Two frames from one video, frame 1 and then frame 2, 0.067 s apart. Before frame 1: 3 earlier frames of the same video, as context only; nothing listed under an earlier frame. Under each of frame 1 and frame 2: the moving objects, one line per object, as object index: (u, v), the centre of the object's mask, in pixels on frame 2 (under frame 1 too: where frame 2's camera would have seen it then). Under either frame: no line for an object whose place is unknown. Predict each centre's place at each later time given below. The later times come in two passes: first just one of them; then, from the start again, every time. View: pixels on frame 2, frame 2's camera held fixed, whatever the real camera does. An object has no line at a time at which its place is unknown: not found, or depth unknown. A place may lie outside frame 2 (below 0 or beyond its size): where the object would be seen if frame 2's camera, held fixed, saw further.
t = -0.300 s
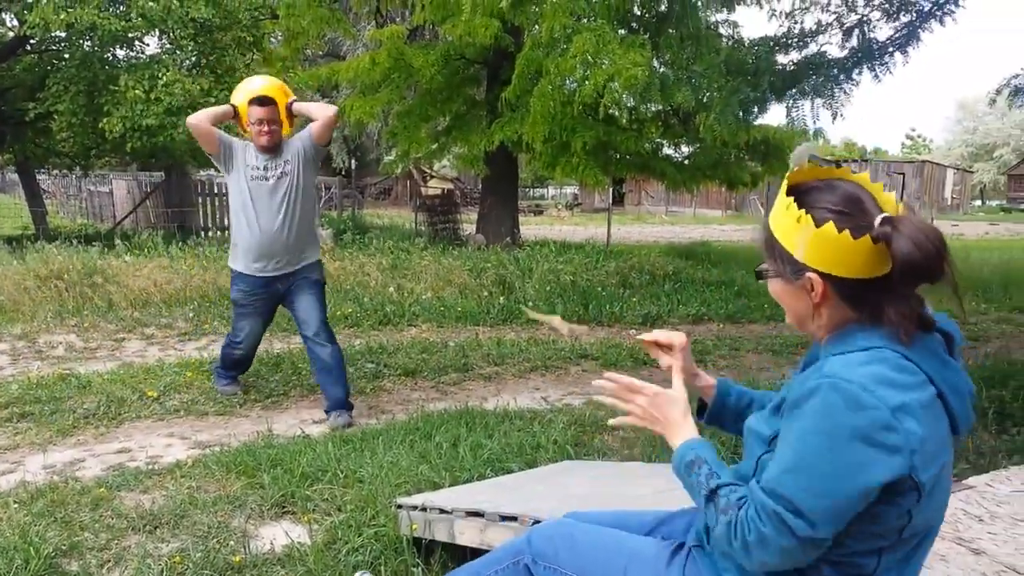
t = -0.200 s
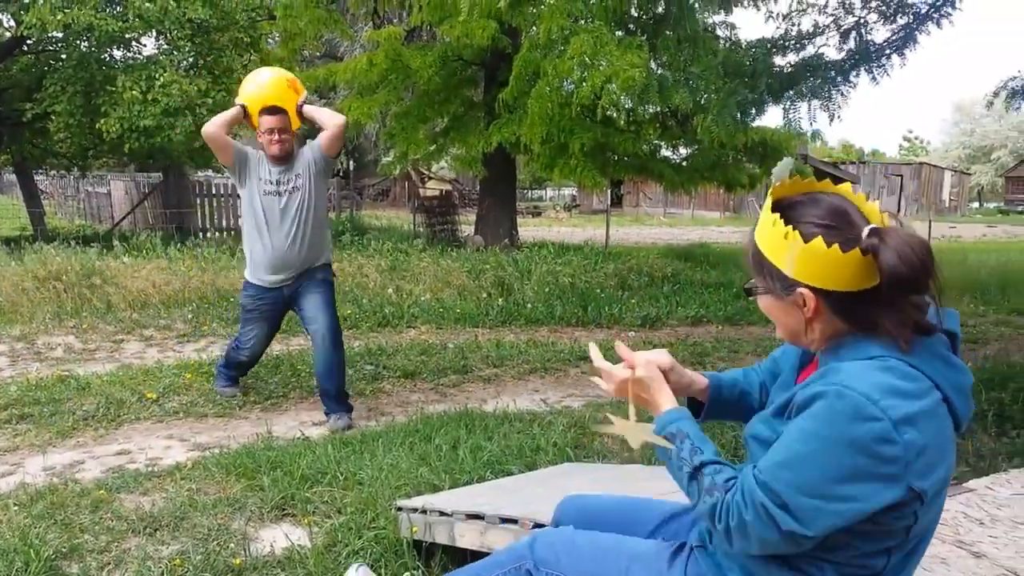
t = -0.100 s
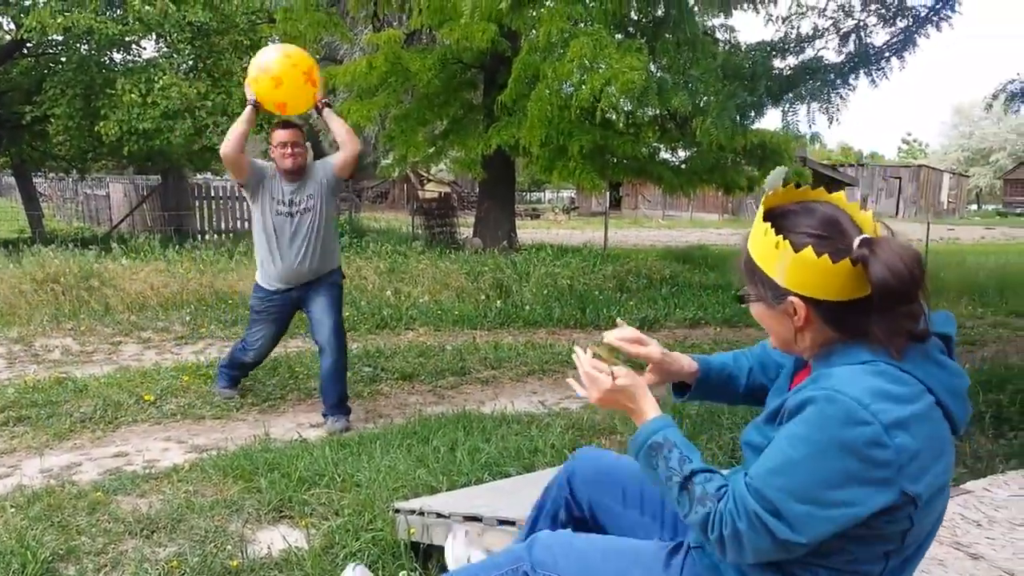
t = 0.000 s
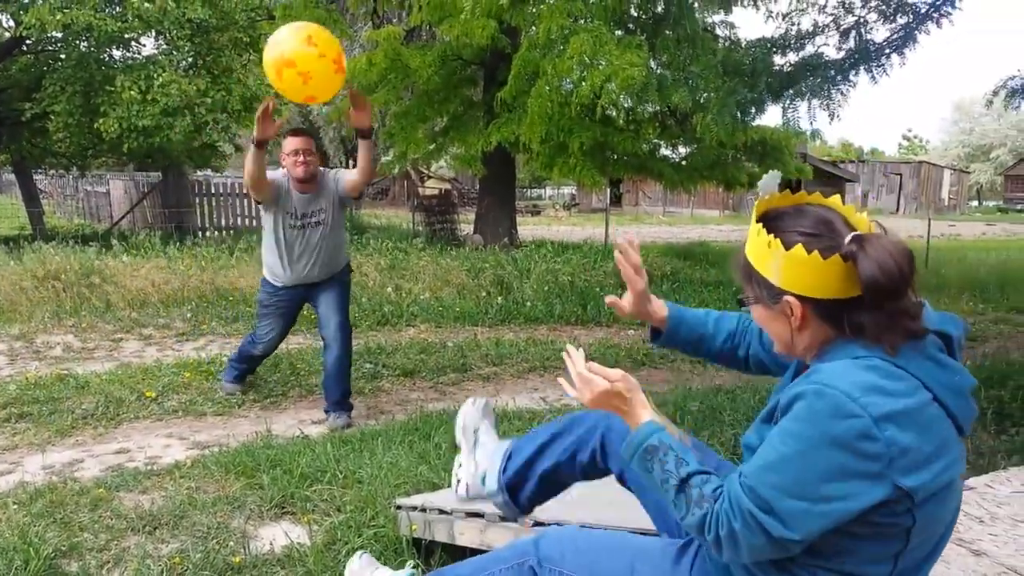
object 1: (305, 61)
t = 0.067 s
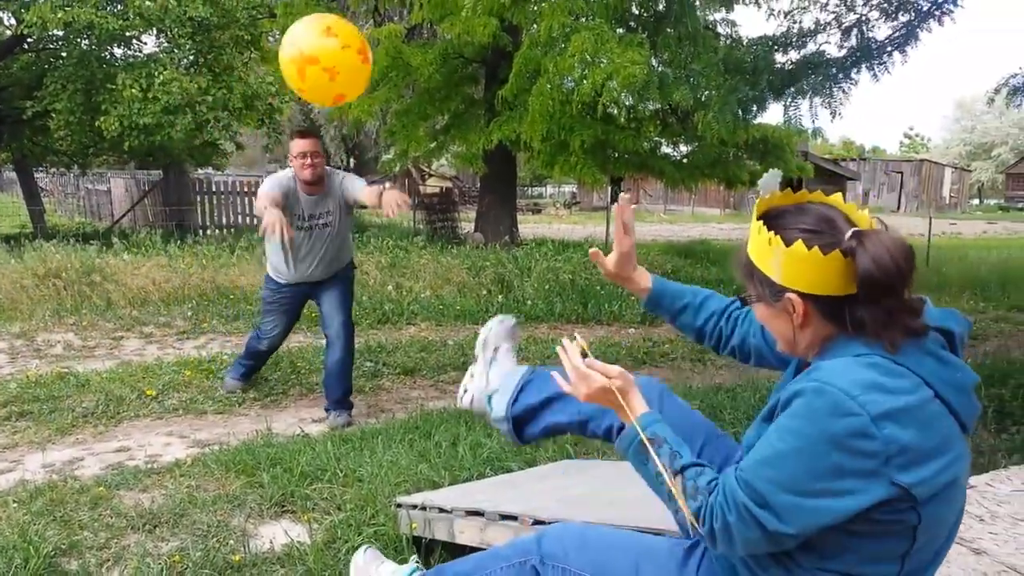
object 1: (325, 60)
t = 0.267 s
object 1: (416, 153)
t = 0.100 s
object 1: (337, 64)
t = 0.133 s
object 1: (349, 71)
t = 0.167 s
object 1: (363, 83)
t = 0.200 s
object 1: (379, 101)
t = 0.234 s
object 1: (396, 124)
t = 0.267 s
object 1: (416, 153)
